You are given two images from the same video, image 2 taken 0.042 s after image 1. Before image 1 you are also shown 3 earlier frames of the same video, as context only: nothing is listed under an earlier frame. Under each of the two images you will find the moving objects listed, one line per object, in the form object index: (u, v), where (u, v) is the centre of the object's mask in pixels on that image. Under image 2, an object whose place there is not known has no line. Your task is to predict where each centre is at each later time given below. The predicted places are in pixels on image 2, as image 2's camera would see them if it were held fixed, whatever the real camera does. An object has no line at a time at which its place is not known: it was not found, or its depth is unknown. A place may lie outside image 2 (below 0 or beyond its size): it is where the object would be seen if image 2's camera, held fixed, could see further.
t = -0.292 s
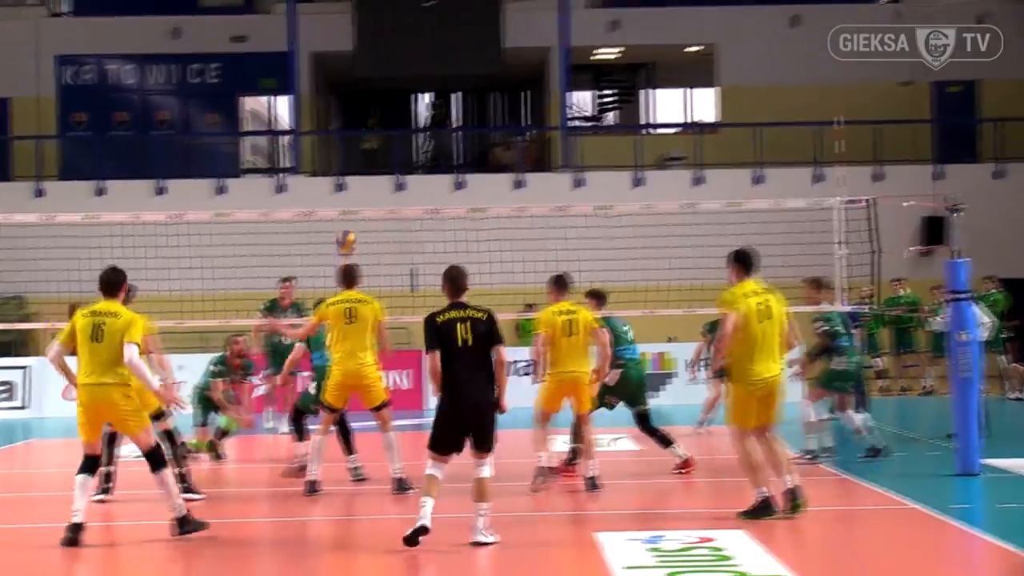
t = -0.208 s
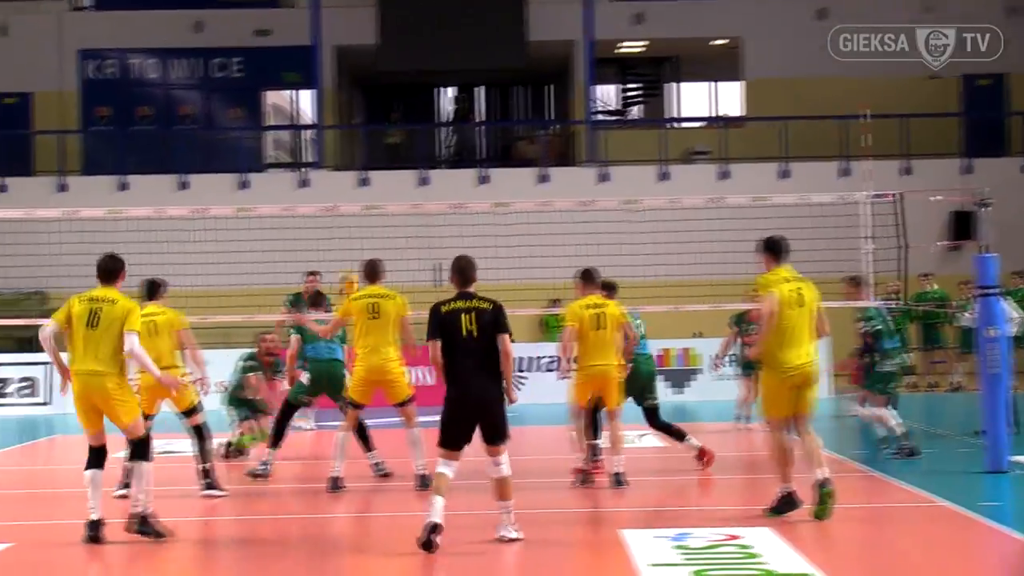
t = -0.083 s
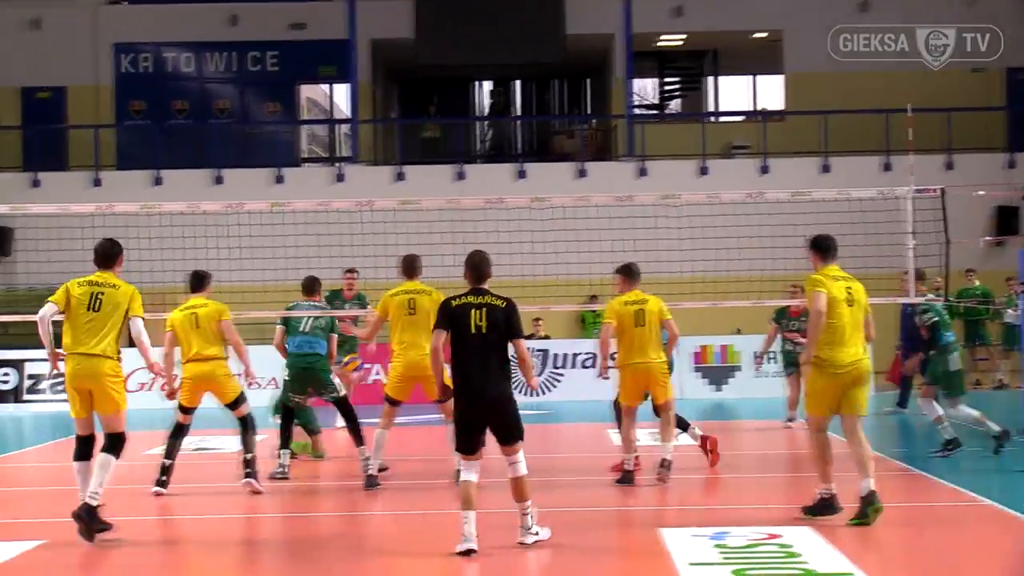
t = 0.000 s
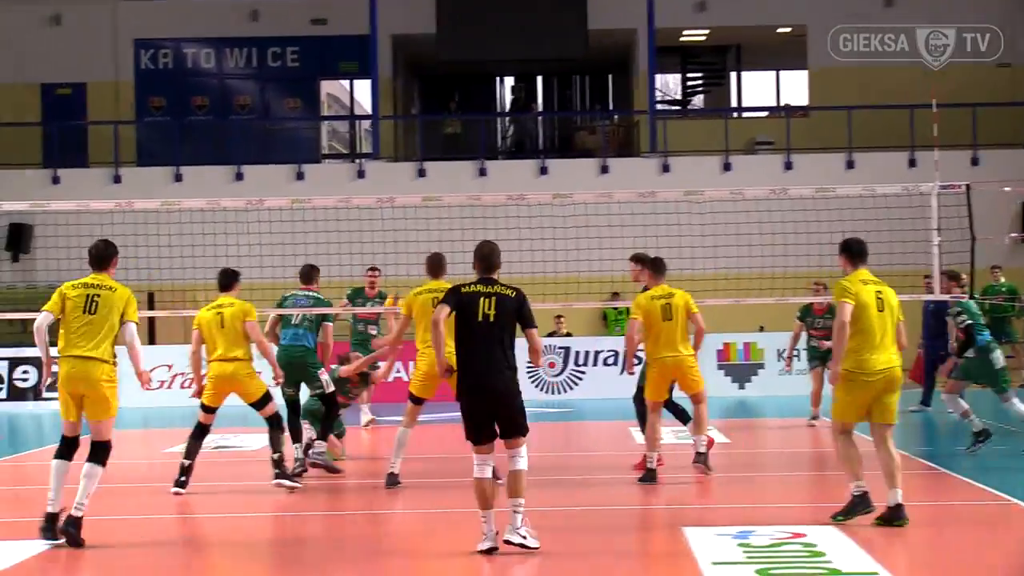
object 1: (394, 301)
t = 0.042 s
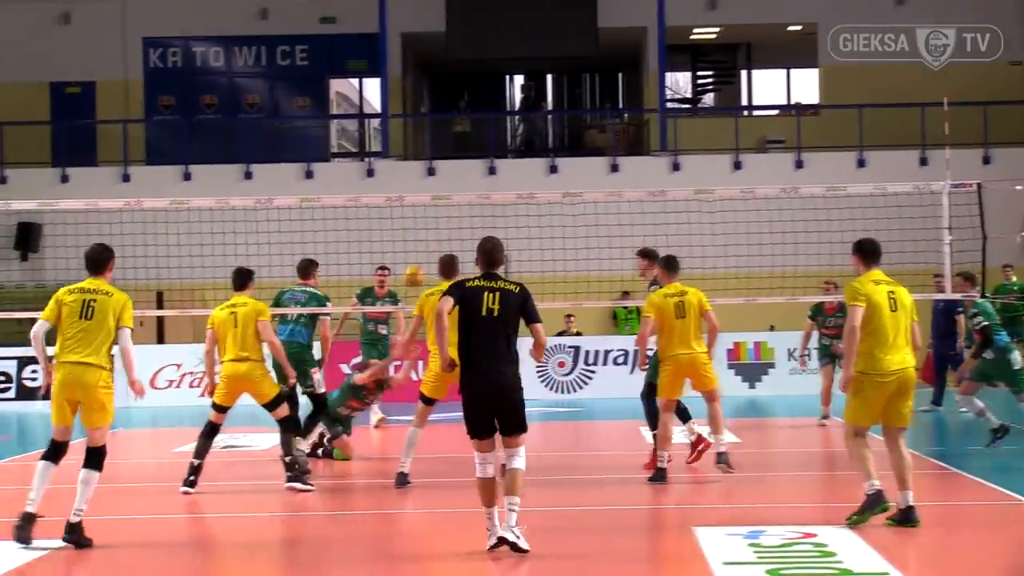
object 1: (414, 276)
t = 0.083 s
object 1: (424, 251)
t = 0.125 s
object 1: (435, 222)
